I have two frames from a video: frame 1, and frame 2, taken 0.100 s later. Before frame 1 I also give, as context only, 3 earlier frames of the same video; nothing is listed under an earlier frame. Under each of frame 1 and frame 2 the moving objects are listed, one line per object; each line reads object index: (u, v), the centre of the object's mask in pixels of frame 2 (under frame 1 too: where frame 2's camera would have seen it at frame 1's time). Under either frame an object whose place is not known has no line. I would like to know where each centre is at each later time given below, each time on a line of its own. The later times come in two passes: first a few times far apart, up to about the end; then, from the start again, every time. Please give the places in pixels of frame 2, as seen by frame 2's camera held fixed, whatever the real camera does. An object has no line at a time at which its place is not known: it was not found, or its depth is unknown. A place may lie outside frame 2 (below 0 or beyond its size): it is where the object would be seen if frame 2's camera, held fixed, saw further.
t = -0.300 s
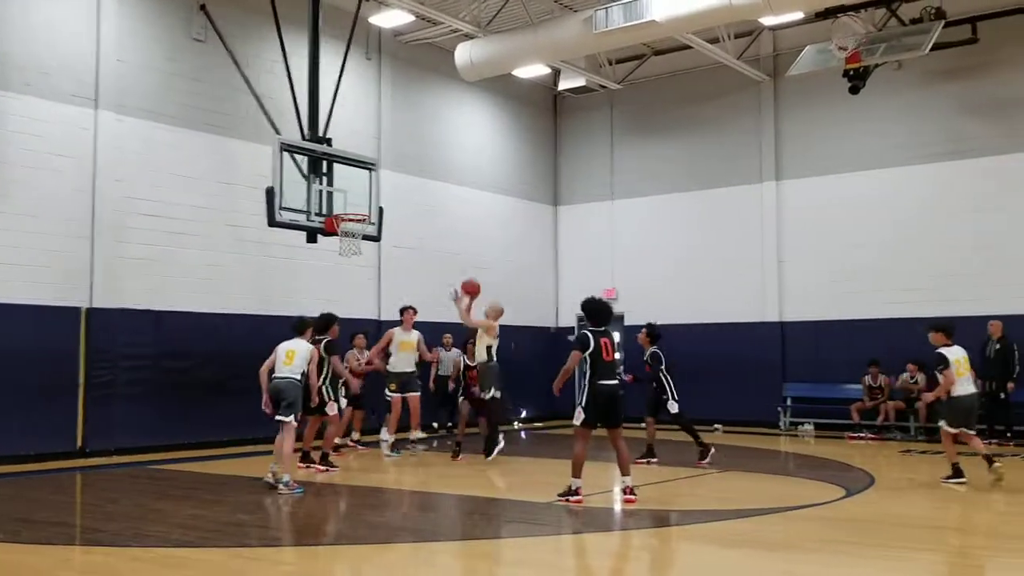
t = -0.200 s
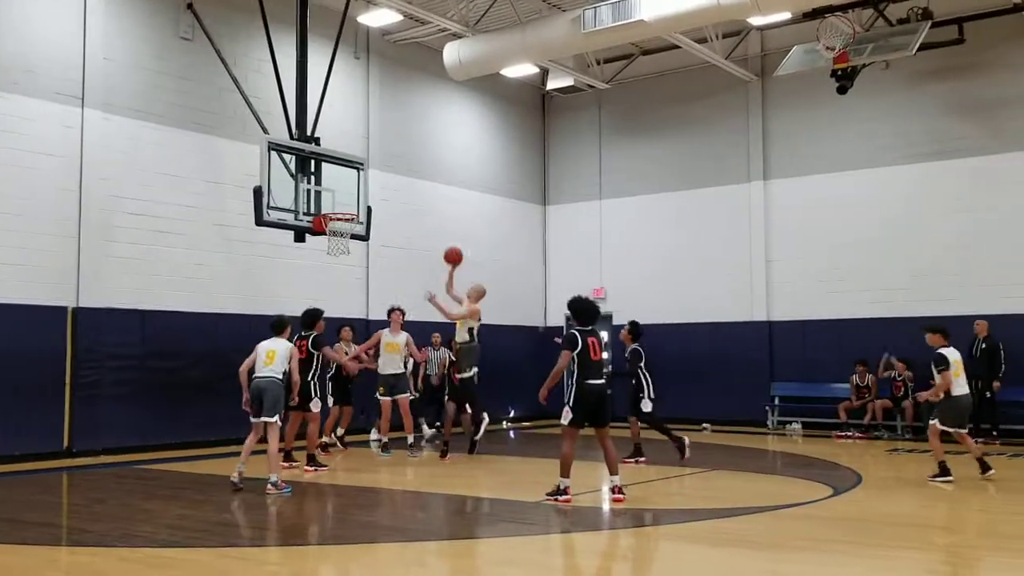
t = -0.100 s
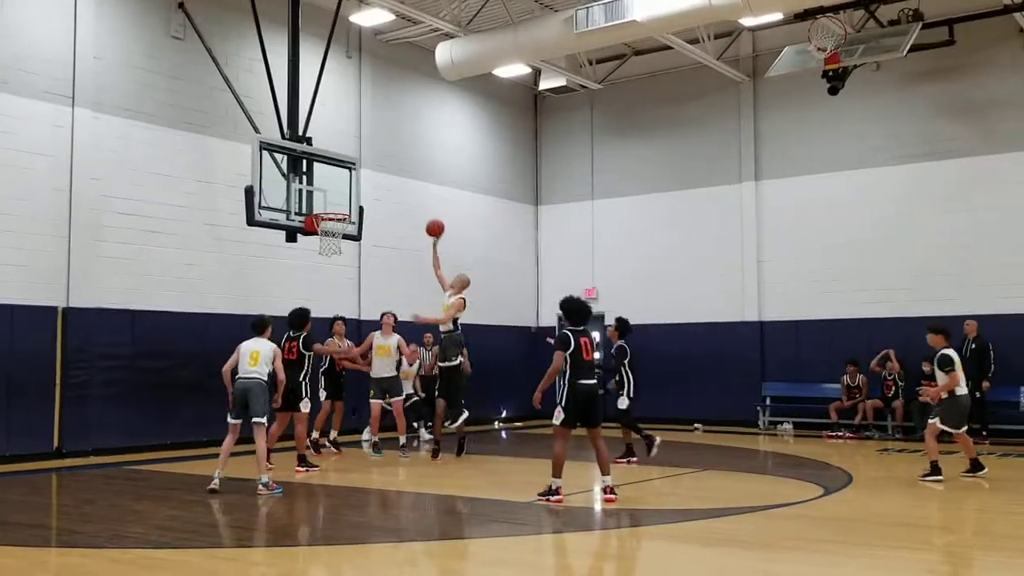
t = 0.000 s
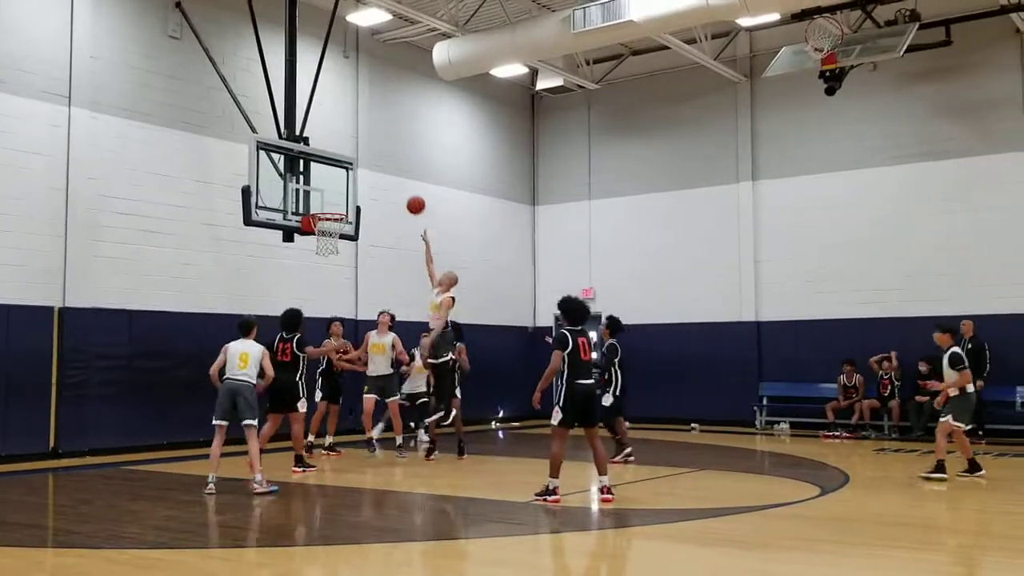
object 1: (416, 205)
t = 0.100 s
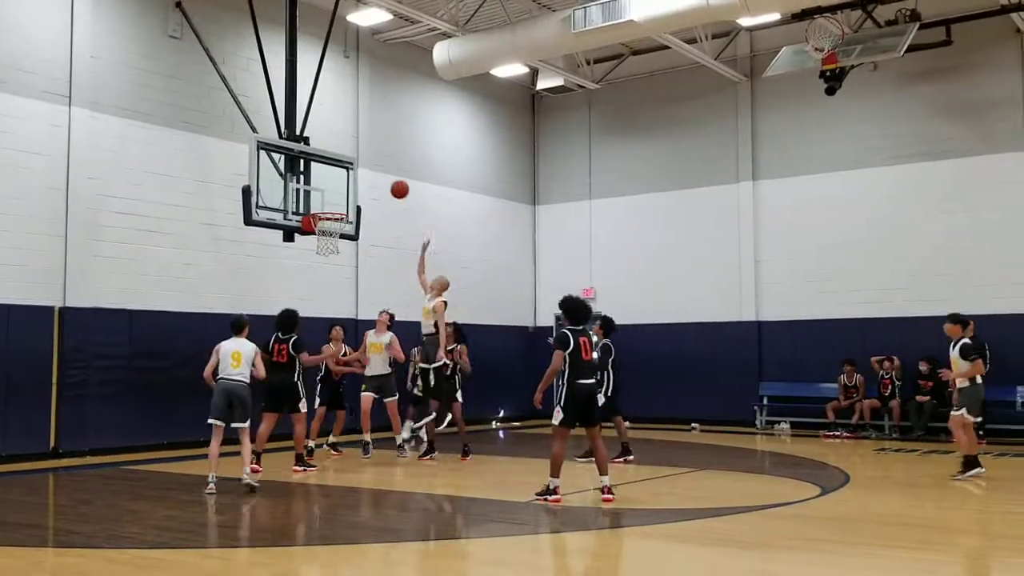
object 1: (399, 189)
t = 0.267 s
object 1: (372, 181)
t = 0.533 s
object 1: (329, 211)
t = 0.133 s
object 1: (394, 185)
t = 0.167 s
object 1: (388, 183)
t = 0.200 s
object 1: (383, 182)
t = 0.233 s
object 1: (378, 181)
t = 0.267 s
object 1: (372, 181)
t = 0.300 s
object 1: (367, 182)
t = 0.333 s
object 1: (361, 183)
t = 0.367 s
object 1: (356, 186)
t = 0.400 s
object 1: (351, 189)
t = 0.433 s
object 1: (345, 194)
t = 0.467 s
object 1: (339, 199)
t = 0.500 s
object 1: (334, 204)
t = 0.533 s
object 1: (329, 211)
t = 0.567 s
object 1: (326, 217)
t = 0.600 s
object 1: (317, 225)
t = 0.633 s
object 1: (314, 233)
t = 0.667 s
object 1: (314, 236)
